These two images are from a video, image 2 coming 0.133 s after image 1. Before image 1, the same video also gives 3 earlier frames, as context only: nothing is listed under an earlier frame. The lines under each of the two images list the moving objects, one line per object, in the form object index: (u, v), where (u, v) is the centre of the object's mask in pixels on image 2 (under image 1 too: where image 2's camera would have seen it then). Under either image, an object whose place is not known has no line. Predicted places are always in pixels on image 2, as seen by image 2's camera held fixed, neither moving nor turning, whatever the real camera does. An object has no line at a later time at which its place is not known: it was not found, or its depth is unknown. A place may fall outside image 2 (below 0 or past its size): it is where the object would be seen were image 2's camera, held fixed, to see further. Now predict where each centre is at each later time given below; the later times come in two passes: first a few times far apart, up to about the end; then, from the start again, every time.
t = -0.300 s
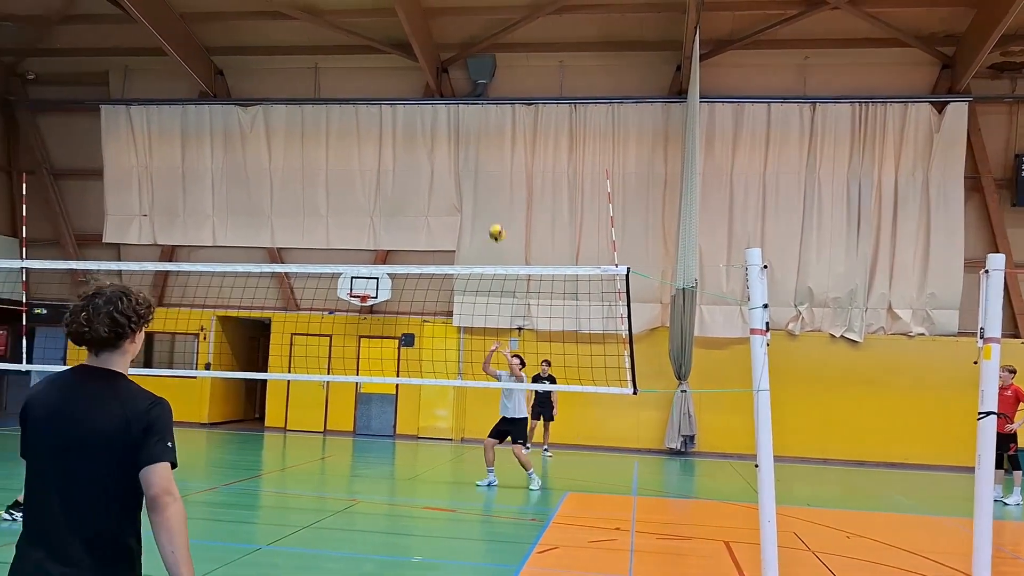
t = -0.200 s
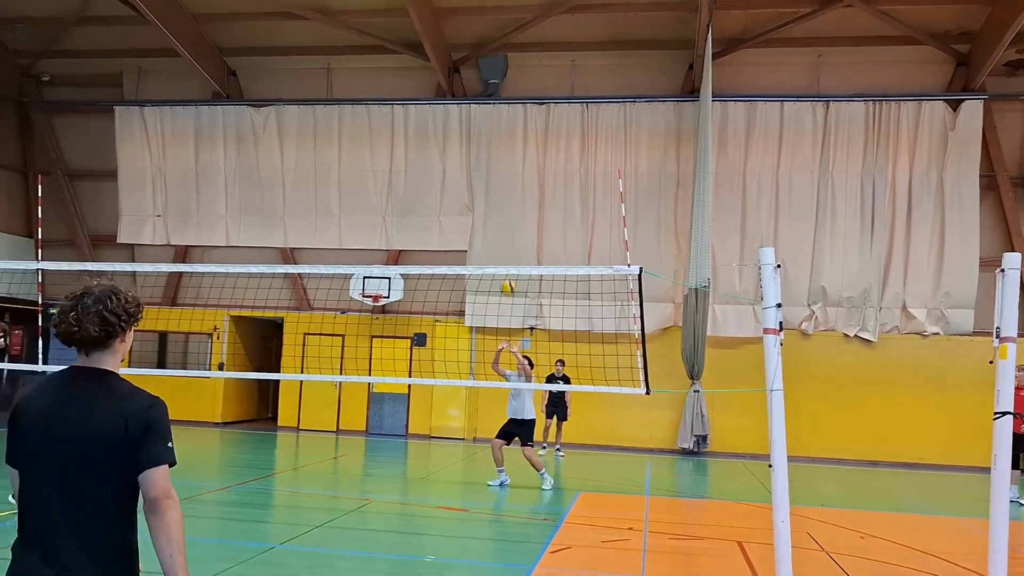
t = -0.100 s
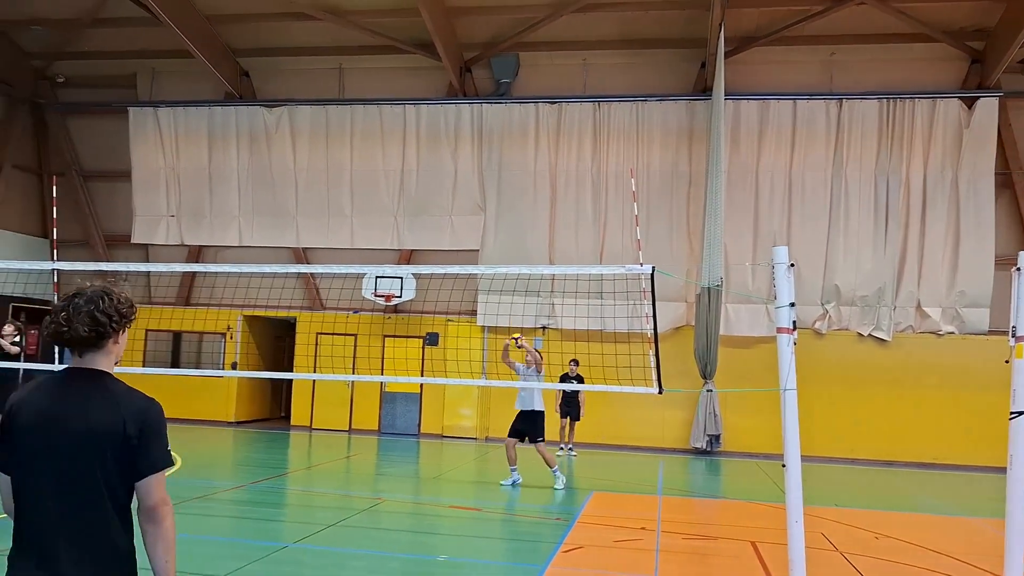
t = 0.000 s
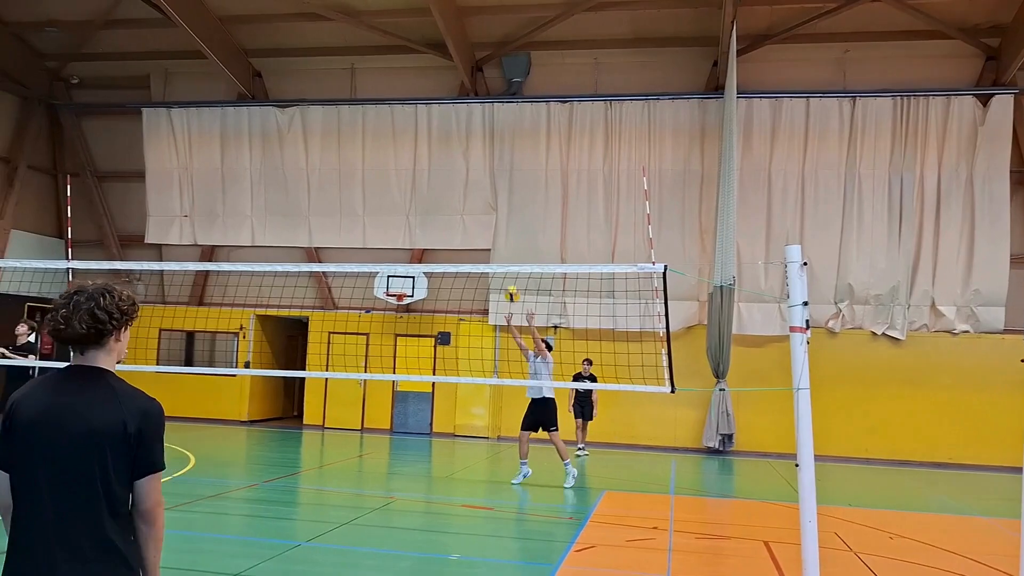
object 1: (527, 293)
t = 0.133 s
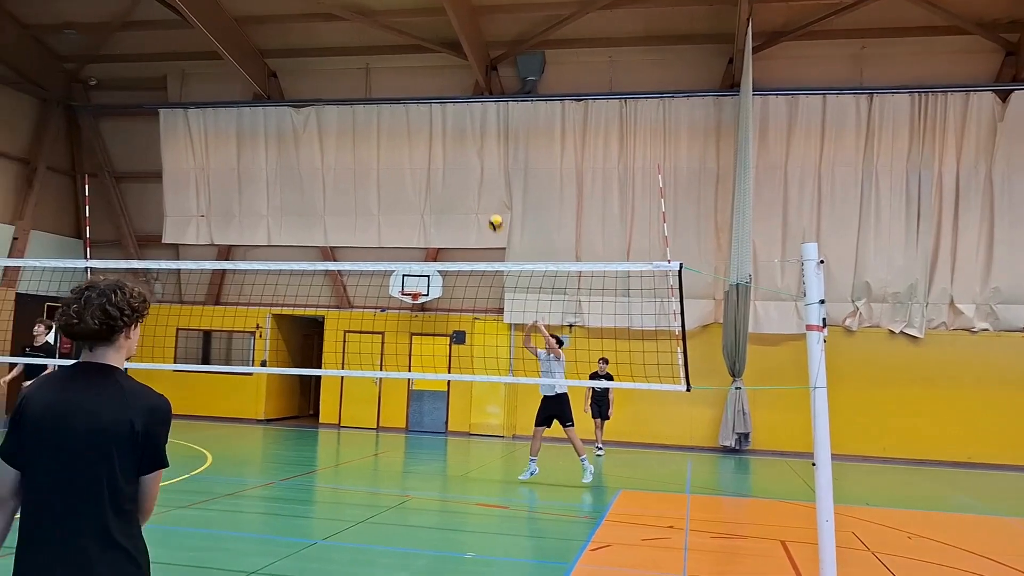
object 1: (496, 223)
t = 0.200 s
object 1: (480, 193)
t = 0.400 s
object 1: (431, 122)
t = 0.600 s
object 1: (375, 81)
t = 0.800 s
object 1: (317, 69)
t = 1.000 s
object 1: (252, 91)
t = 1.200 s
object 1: (177, 148)
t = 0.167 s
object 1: (488, 208)
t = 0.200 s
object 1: (480, 193)
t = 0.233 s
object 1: (472, 179)
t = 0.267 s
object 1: (464, 166)
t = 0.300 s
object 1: (456, 154)
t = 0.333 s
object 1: (447, 143)
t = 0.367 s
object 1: (440, 132)
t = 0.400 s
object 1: (431, 122)
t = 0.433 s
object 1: (422, 113)
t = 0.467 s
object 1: (412, 105)
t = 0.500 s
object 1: (402, 98)
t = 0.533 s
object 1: (394, 91)
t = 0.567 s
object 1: (384, 86)
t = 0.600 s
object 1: (375, 81)
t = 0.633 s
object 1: (365, 77)
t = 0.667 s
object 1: (355, 73)
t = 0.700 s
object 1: (345, 71)
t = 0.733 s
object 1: (335, 69)
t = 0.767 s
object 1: (325, 69)
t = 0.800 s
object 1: (317, 69)
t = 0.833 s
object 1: (306, 69)
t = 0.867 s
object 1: (296, 71)
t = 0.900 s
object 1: (286, 75)
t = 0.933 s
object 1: (275, 79)
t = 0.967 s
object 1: (264, 84)
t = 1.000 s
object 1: (252, 91)
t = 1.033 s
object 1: (240, 97)
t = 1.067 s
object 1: (227, 105)
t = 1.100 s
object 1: (215, 114)
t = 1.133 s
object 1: (203, 125)
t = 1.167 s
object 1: (188, 136)
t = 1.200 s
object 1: (177, 148)
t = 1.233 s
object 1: (164, 162)
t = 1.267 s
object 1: (151, 178)
